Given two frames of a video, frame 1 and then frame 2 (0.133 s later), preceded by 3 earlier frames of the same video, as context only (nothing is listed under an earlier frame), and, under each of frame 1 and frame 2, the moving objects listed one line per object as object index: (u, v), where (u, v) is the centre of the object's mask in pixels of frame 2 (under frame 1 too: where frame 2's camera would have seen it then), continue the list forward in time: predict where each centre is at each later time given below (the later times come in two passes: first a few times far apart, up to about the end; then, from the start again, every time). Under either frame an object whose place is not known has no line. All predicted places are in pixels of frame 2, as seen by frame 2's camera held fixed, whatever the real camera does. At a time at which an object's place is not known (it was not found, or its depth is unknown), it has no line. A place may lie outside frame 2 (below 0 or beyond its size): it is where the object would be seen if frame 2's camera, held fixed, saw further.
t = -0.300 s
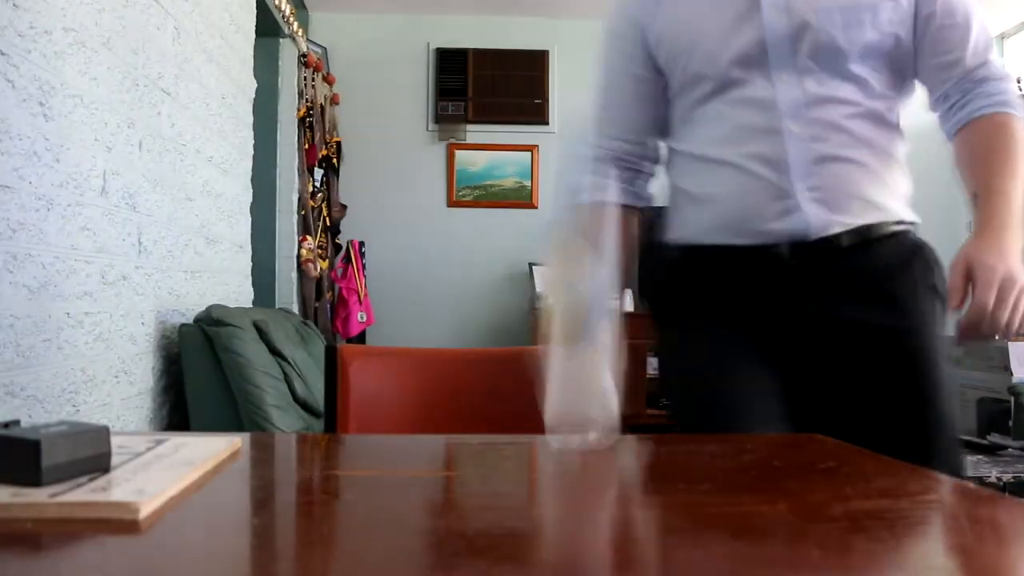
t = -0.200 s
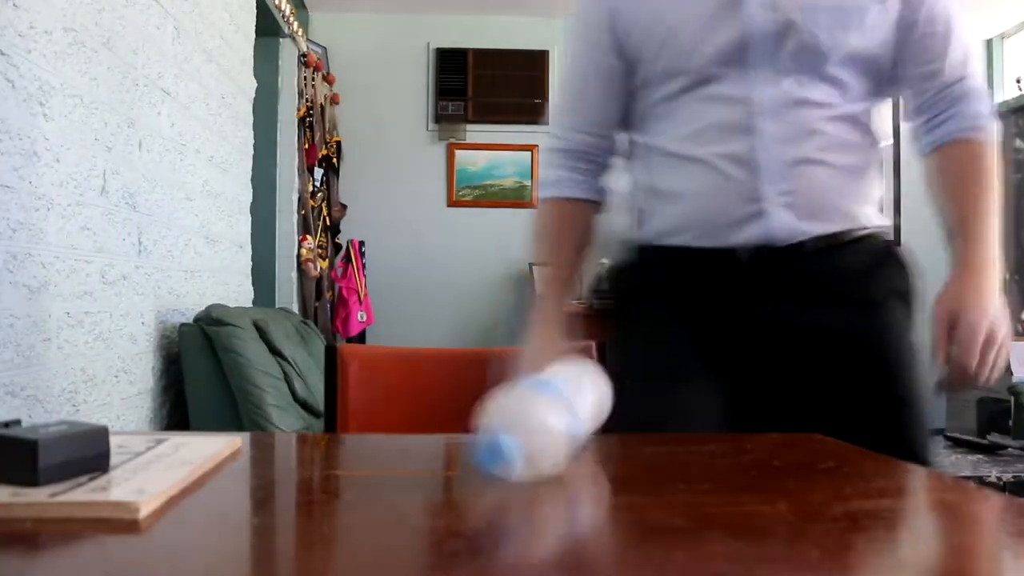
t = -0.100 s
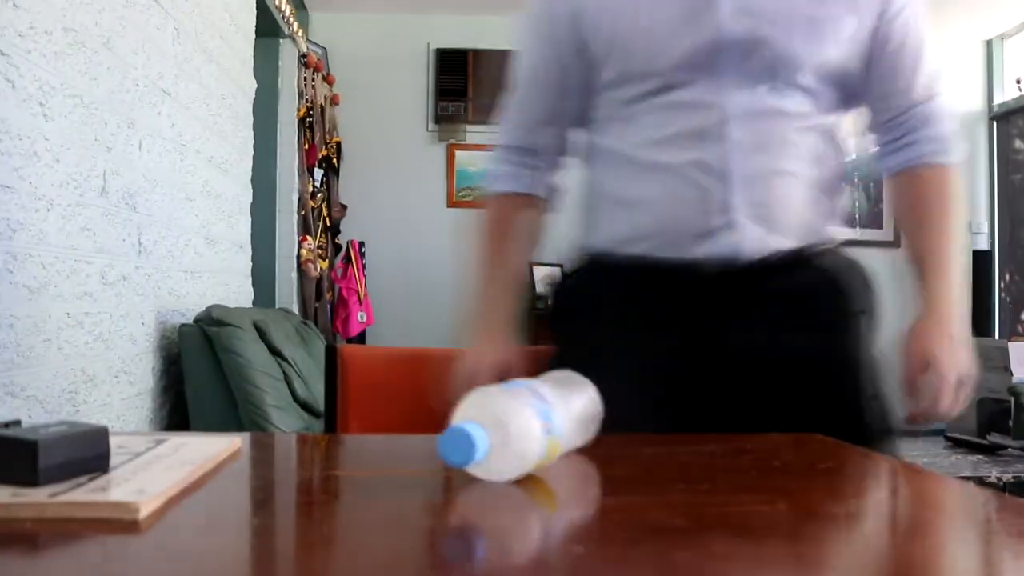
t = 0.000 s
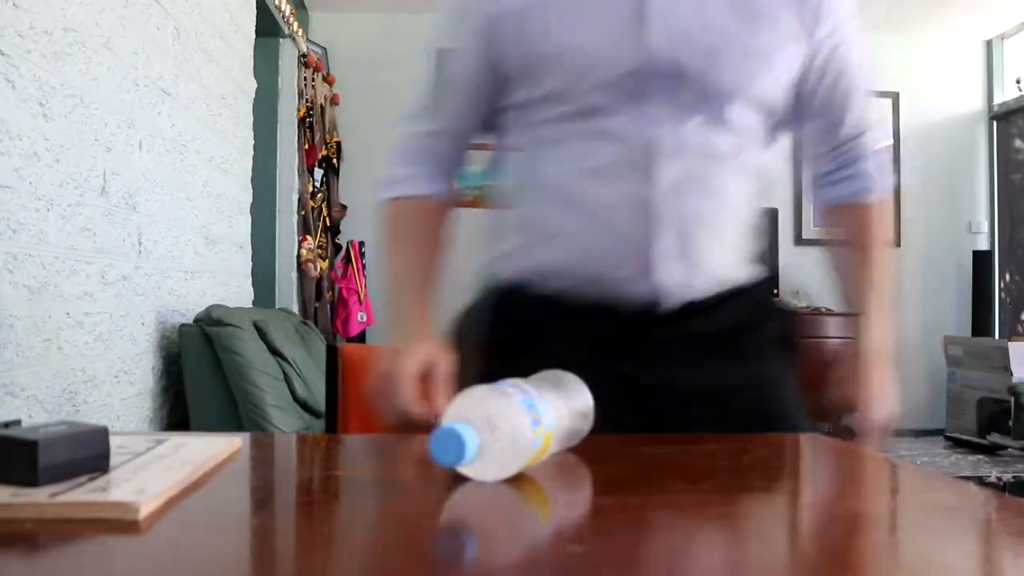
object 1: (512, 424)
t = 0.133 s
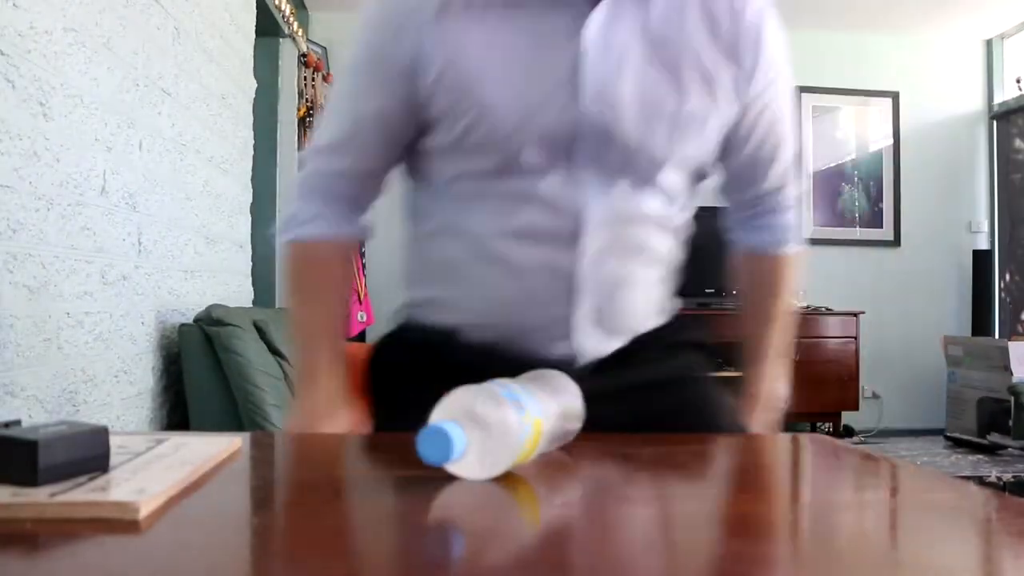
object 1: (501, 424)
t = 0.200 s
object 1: (493, 424)
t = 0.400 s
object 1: (479, 423)
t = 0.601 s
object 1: (478, 422)
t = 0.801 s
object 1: (490, 423)
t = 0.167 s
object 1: (497, 424)
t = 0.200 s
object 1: (493, 424)
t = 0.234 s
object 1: (491, 423)
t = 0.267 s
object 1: (489, 424)
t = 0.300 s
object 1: (487, 424)
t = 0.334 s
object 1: (484, 424)
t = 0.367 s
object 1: (481, 424)
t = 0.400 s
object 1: (479, 423)
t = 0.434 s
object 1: (479, 423)
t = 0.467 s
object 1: (480, 422)
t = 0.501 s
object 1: (479, 422)
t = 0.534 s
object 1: (479, 422)
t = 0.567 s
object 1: (478, 422)
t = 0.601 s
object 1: (478, 422)
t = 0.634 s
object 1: (484, 421)
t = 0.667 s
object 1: (486, 422)
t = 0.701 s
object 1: (488, 423)
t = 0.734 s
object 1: (489, 423)
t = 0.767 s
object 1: (490, 423)
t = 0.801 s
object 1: (490, 423)
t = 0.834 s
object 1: (493, 423)
